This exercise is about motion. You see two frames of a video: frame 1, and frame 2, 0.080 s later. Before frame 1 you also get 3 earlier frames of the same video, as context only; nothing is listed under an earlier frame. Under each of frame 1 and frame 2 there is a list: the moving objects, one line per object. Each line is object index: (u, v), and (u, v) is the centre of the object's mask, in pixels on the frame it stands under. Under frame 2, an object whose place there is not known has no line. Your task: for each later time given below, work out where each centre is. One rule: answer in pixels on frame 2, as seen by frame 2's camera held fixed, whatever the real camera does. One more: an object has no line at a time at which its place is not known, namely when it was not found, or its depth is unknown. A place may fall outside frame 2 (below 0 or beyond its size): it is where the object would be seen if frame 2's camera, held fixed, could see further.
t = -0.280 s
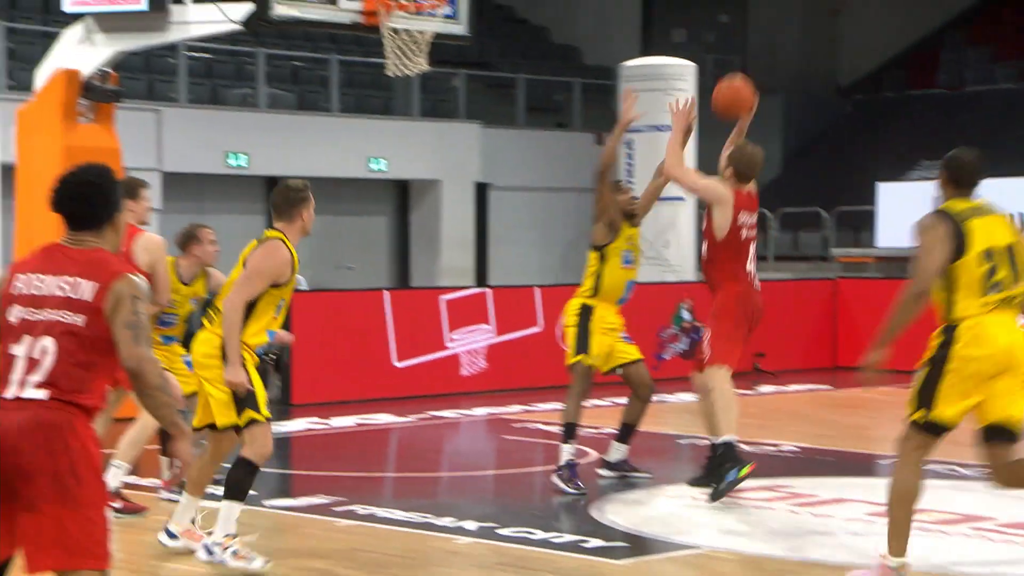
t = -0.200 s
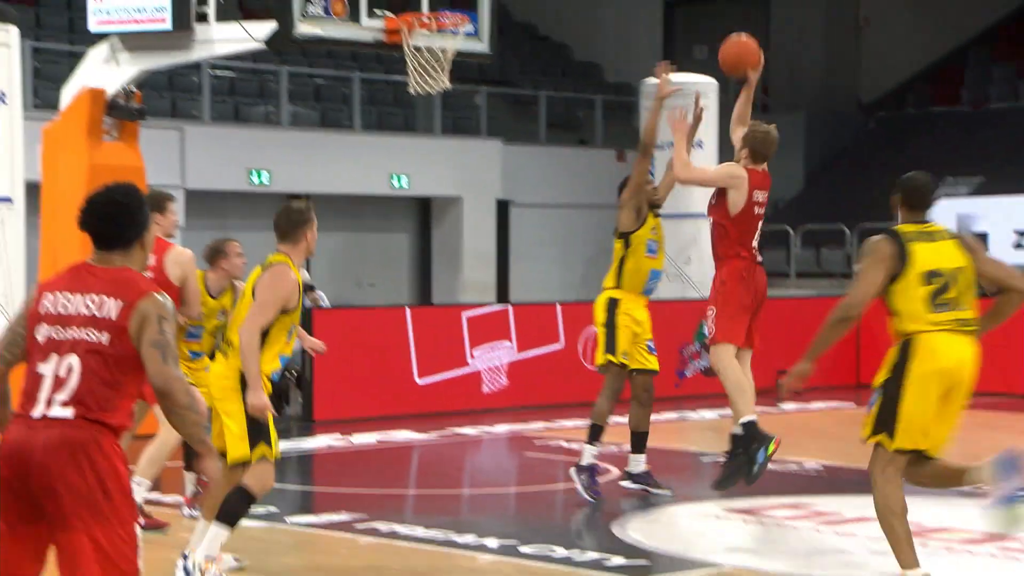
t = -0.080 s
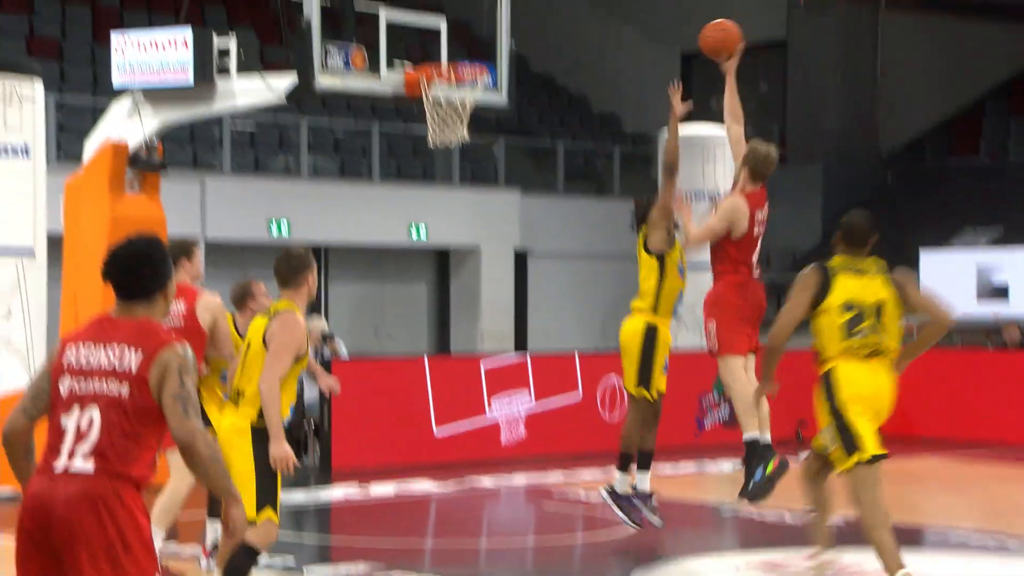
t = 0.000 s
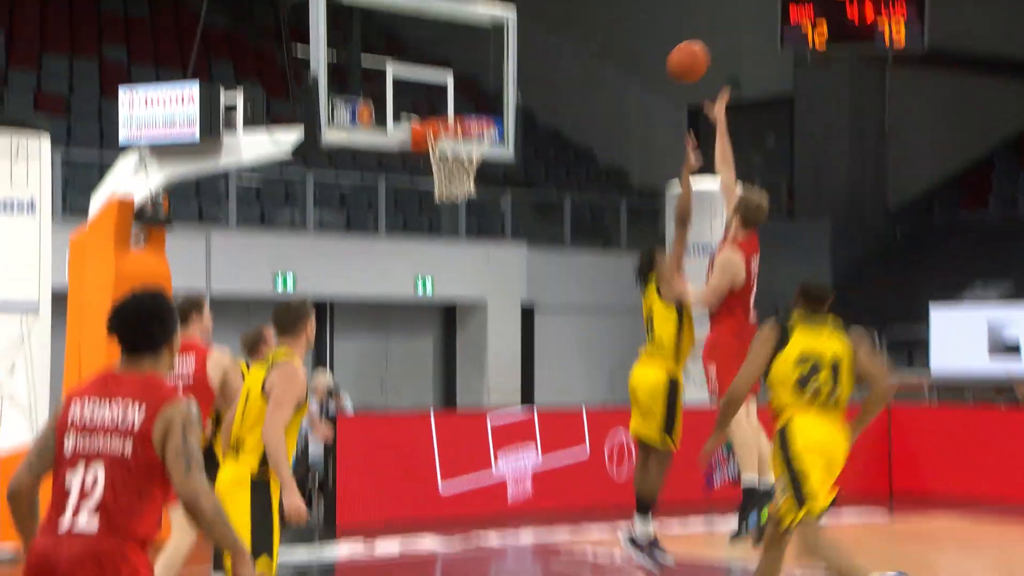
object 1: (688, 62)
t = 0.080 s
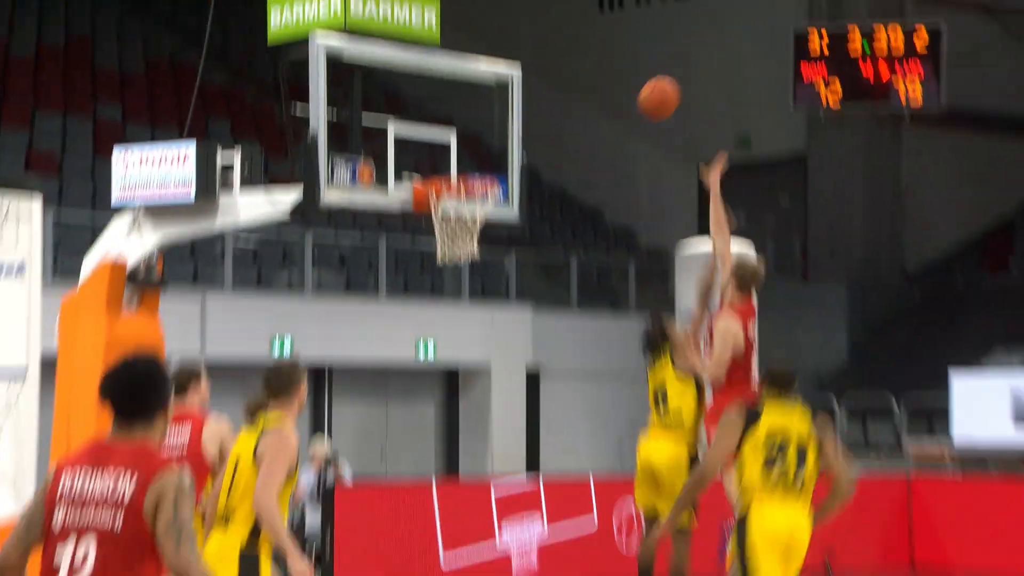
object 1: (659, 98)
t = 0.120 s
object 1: (639, 91)
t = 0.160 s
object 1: (621, 87)
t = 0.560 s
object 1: (453, 174)
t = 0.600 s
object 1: (457, 189)
